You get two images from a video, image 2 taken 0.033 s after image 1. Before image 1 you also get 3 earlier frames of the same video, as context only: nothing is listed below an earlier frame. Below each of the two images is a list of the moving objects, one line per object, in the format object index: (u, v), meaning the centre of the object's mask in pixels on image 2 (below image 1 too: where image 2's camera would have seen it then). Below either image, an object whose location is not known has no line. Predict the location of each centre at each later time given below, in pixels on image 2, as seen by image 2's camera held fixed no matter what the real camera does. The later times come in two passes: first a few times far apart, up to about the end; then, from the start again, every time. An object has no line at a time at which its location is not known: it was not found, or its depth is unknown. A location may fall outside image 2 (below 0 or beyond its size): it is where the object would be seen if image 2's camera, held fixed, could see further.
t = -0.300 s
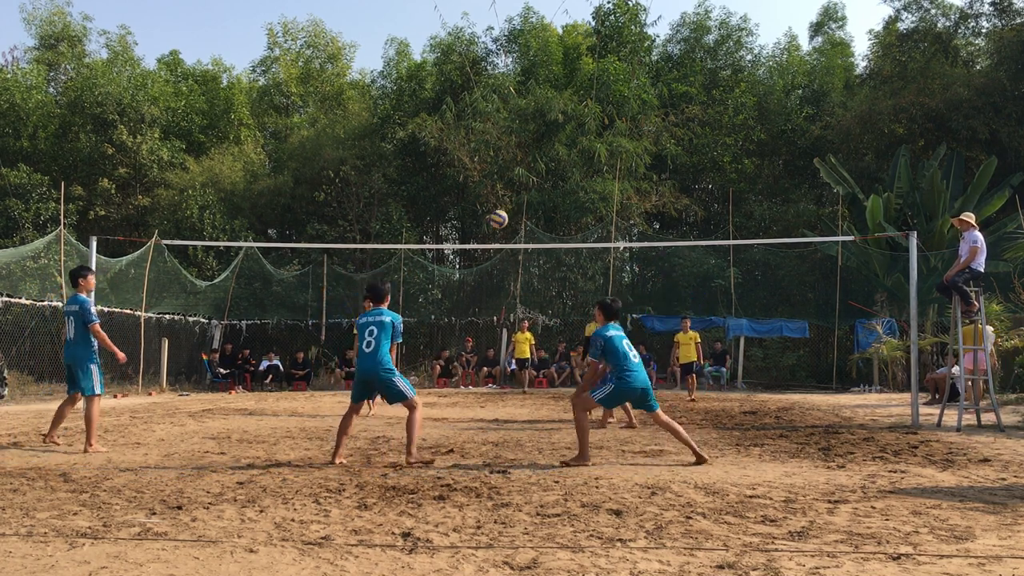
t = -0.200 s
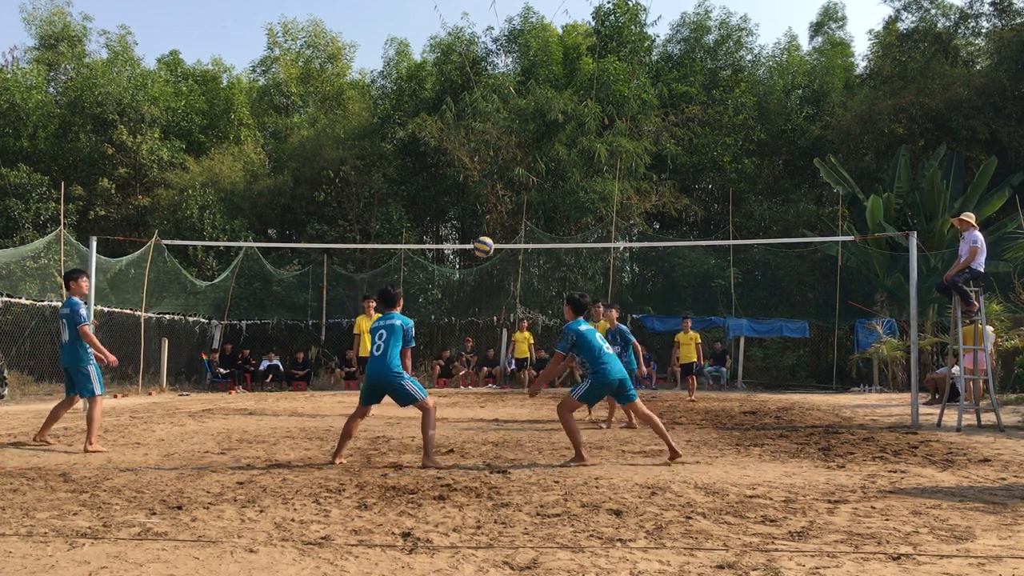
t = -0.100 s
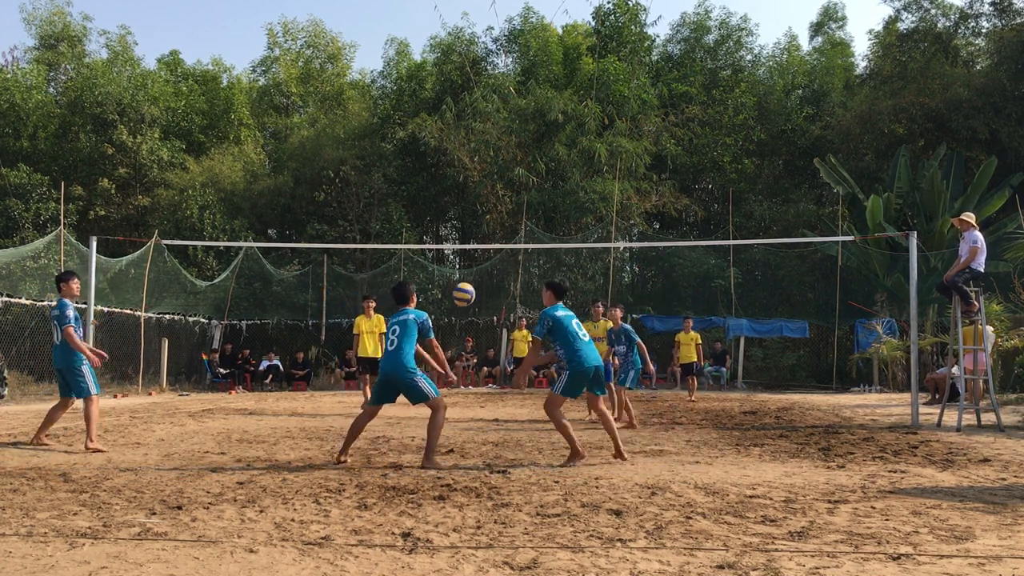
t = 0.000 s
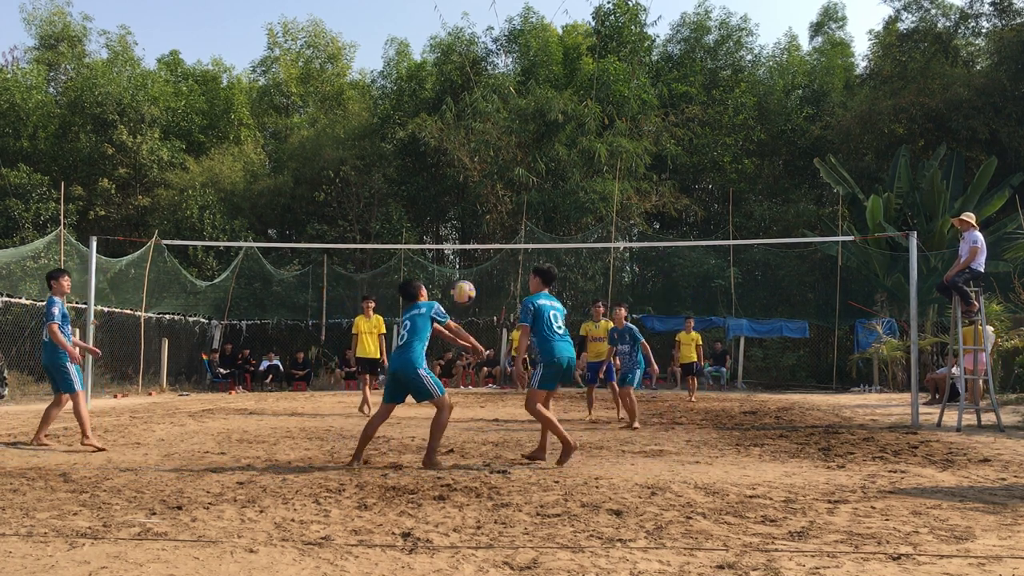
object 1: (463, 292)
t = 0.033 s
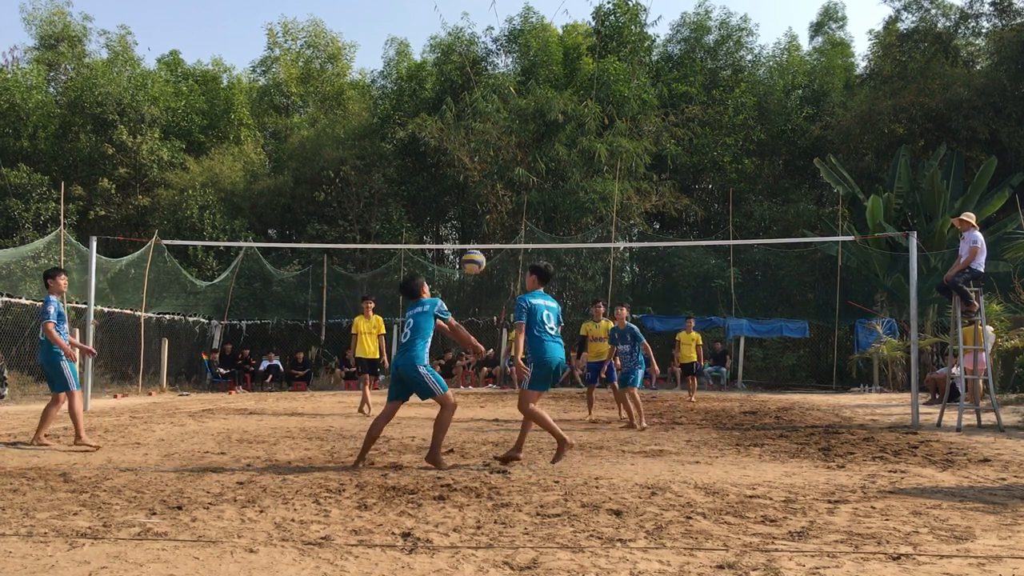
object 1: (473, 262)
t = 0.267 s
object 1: (537, 93)
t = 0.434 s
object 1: (576, 17)
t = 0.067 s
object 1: (483, 232)
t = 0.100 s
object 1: (493, 206)
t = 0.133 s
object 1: (502, 180)
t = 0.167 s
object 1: (511, 156)
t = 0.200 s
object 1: (520, 134)
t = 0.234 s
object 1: (529, 113)
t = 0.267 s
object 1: (537, 93)
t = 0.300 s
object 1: (545, 76)
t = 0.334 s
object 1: (554, 59)
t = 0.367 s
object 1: (561, 44)
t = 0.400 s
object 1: (569, 30)
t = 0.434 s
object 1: (576, 17)
